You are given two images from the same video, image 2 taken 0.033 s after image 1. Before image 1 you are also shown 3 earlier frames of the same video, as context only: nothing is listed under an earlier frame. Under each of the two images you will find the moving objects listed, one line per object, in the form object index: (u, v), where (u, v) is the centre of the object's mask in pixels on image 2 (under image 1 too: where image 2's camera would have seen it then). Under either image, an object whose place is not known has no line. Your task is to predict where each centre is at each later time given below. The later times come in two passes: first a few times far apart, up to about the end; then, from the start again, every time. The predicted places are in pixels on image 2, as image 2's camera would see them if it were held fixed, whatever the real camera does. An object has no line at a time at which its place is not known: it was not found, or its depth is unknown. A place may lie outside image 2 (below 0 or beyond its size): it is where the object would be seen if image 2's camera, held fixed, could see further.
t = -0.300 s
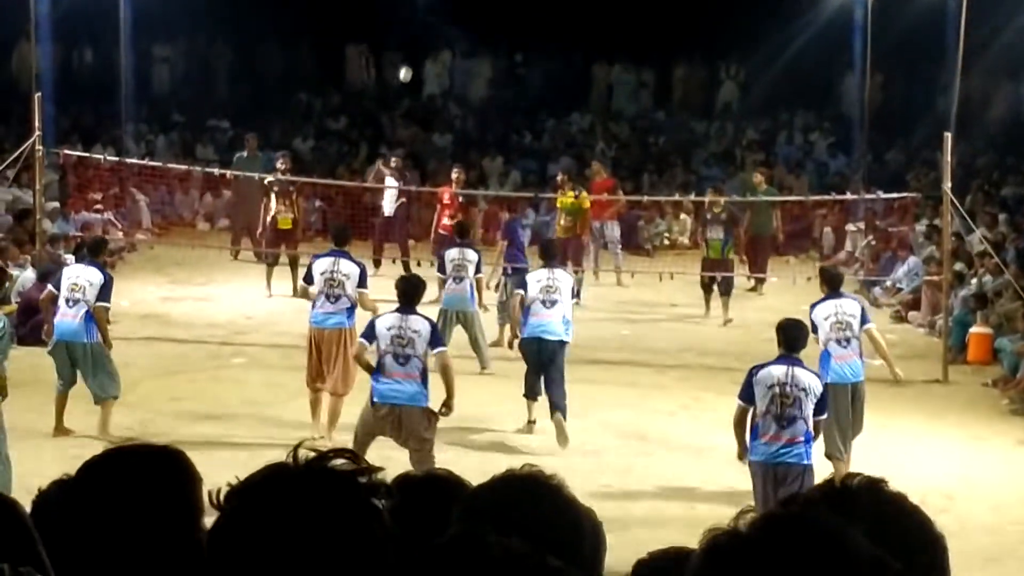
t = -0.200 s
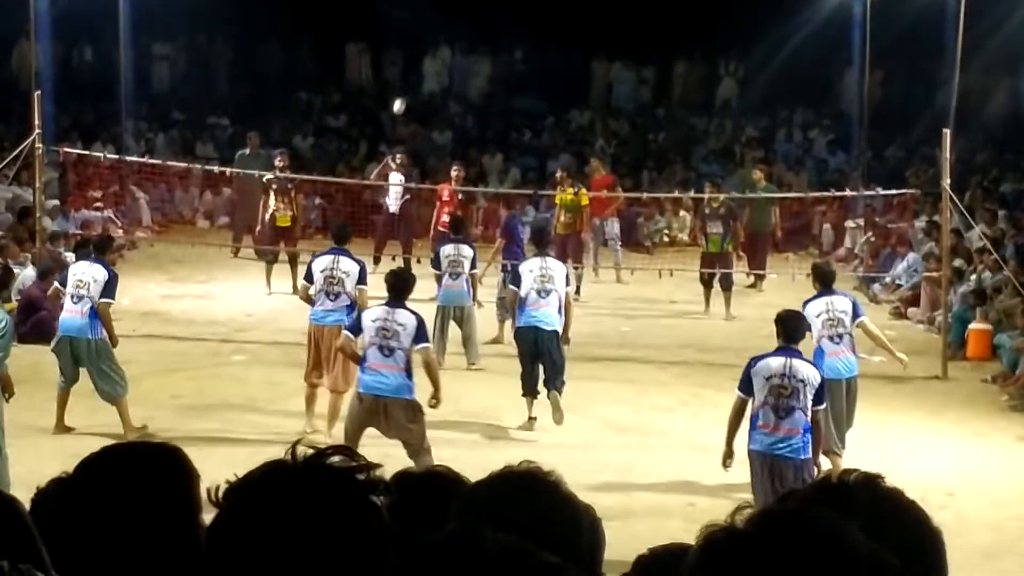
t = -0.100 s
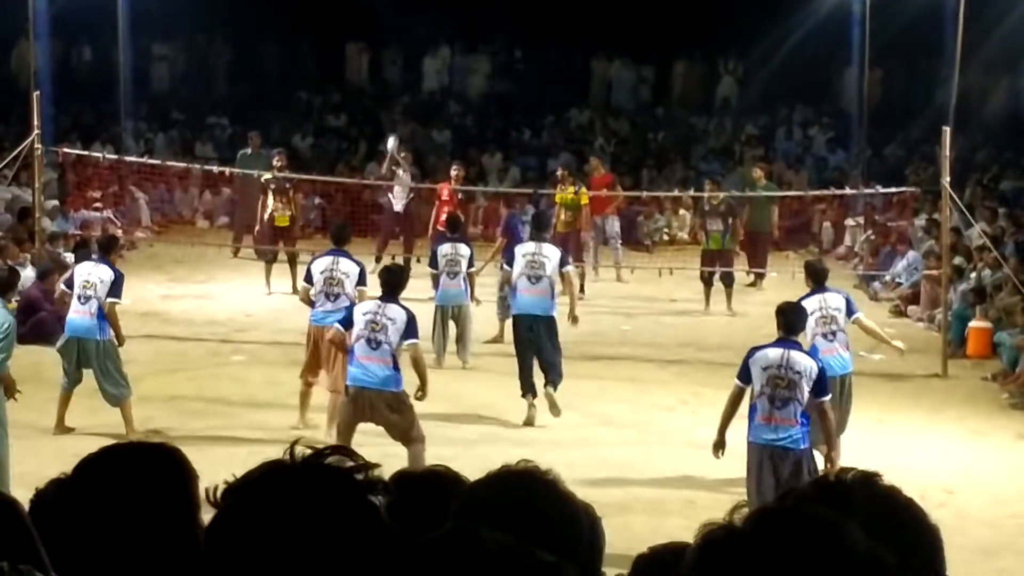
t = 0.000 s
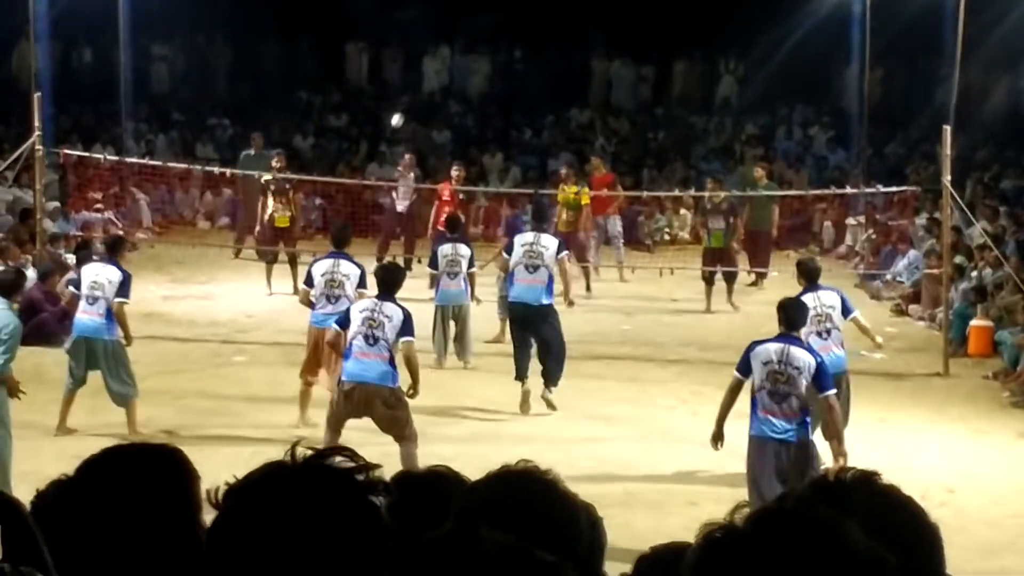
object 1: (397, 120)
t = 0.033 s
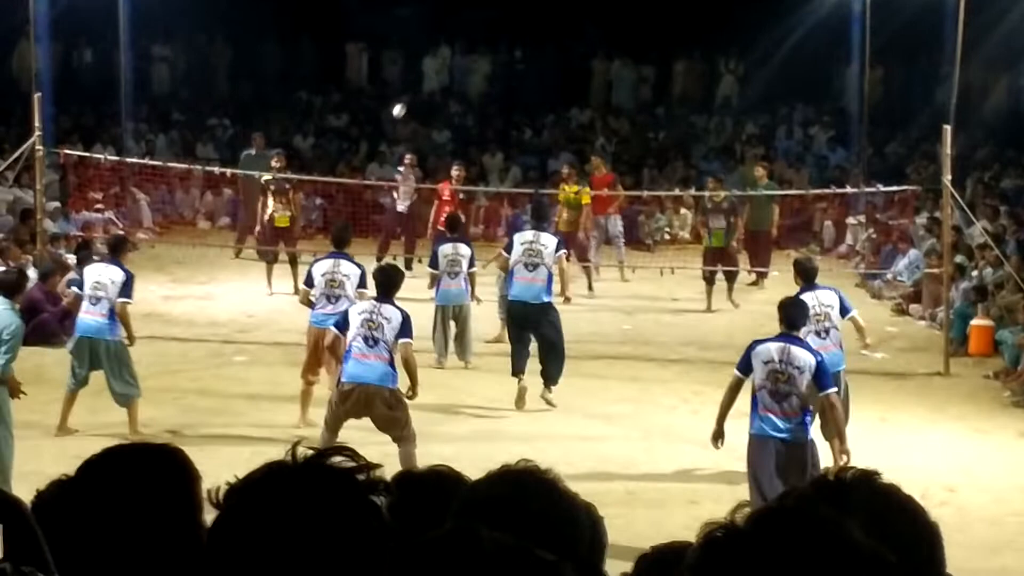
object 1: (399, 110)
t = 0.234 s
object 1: (409, 65)
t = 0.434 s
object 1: (418, 51)
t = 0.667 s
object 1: (430, 83)
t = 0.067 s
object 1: (400, 101)
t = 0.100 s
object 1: (401, 92)
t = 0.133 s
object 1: (404, 85)
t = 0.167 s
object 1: (405, 77)
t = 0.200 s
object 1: (407, 71)
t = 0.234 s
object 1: (409, 65)
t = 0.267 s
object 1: (411, 61)
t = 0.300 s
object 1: (412, 58)
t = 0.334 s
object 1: (414, 54)
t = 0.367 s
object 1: (415, 52)
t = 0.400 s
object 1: (417, 51)
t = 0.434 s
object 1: (418, 51)
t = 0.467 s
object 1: (419, 51)
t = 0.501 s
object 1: (421, 53)
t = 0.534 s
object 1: (422, 56)
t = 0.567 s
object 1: (424, 61)
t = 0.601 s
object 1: (426, 67)
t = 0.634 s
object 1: (428, 74)
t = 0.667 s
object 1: (430, 83)
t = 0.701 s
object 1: (430, 93)
